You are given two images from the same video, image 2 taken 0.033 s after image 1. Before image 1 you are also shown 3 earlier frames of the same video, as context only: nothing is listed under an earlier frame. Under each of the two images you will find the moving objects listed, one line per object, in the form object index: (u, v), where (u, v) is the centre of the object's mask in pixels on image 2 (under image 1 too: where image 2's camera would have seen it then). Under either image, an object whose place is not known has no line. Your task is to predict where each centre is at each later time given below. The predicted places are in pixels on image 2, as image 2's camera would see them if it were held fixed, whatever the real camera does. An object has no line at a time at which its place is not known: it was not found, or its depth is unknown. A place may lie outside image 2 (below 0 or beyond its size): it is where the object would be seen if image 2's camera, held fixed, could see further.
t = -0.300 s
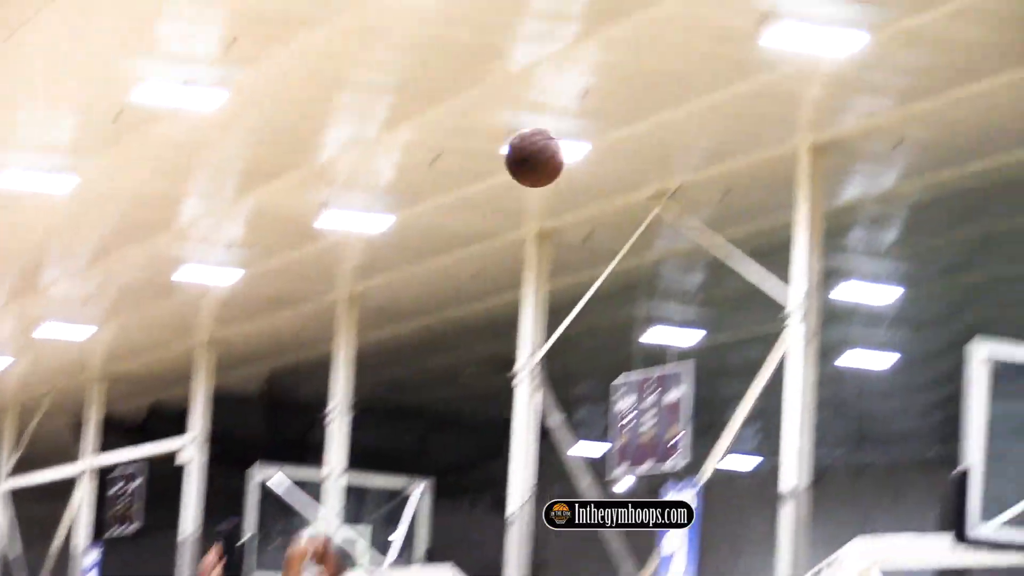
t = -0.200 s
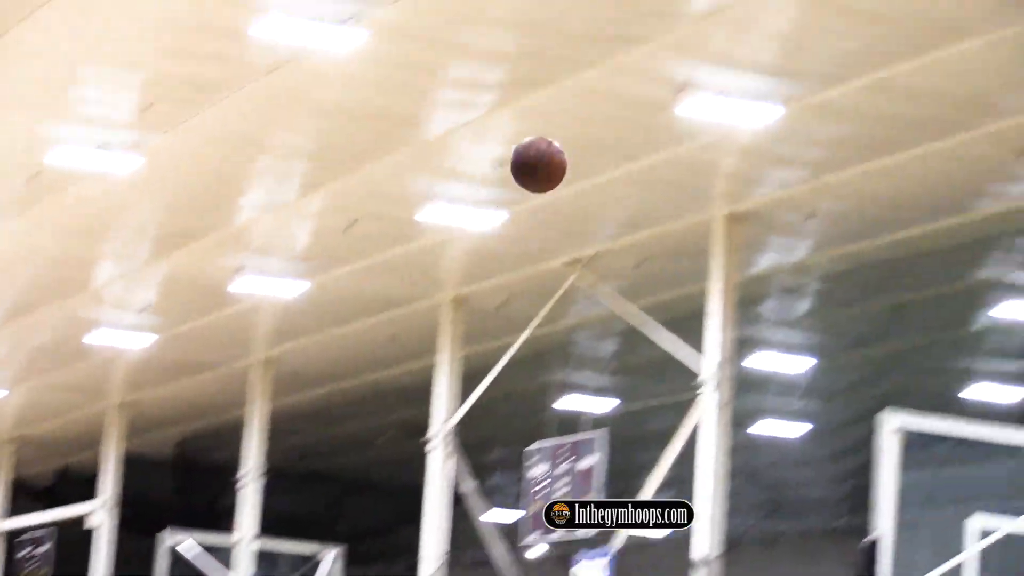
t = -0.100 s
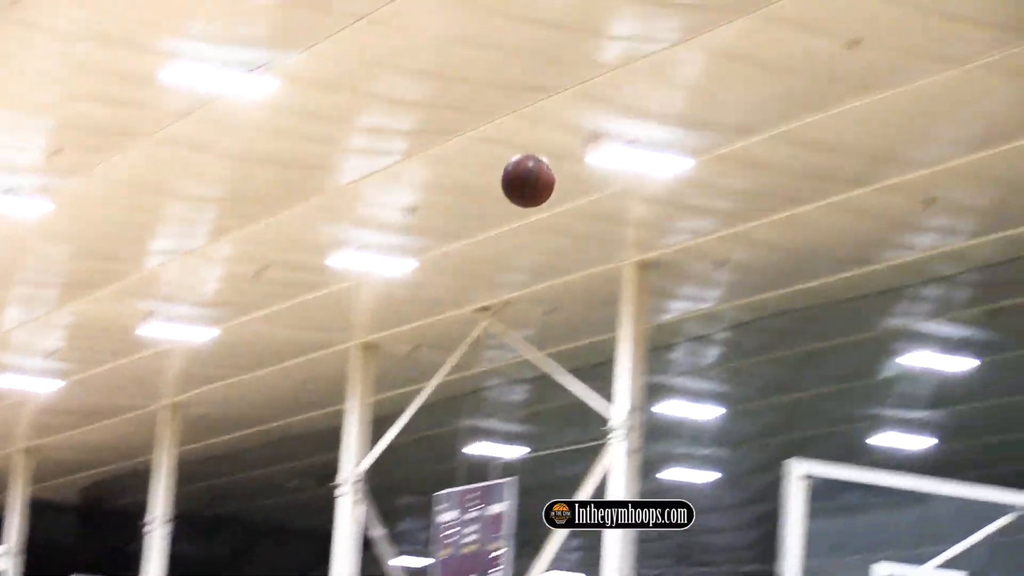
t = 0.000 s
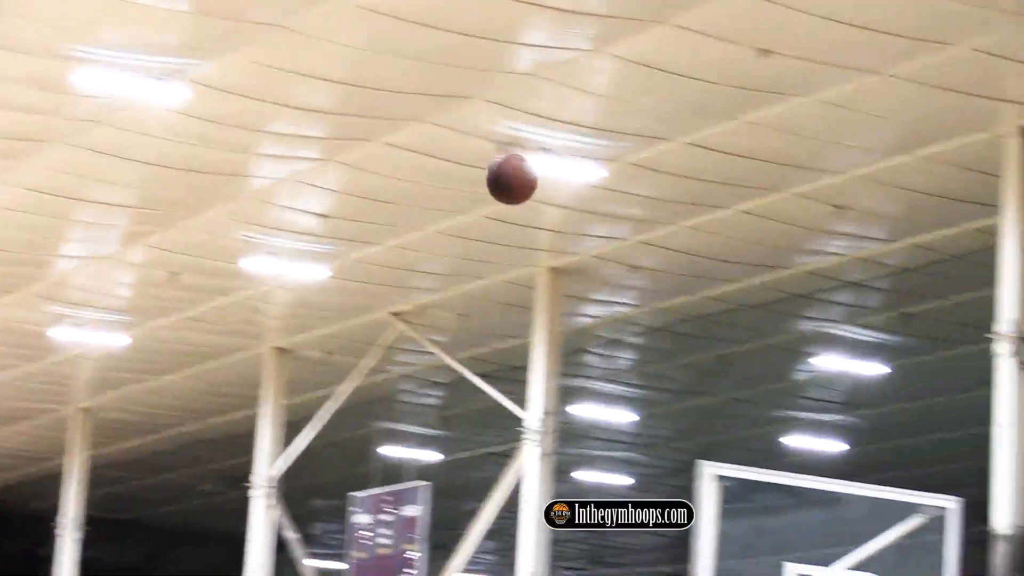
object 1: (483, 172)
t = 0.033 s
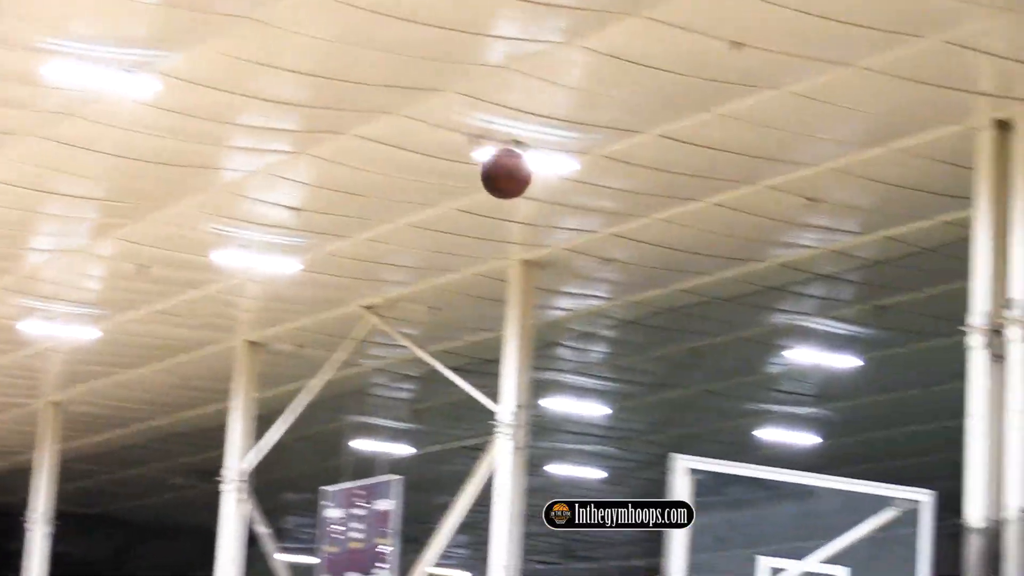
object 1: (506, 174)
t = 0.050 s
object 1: (516, 177)
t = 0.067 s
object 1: (527, 180)
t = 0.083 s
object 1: (537, 183)
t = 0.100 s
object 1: (547, 187)
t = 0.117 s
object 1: (557, 191)
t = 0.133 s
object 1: (566, 196)
